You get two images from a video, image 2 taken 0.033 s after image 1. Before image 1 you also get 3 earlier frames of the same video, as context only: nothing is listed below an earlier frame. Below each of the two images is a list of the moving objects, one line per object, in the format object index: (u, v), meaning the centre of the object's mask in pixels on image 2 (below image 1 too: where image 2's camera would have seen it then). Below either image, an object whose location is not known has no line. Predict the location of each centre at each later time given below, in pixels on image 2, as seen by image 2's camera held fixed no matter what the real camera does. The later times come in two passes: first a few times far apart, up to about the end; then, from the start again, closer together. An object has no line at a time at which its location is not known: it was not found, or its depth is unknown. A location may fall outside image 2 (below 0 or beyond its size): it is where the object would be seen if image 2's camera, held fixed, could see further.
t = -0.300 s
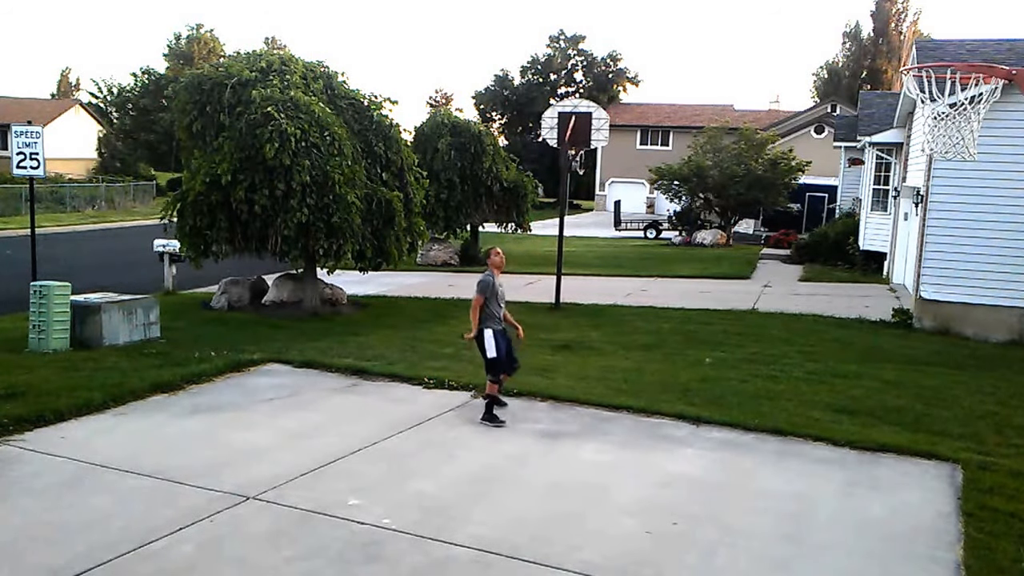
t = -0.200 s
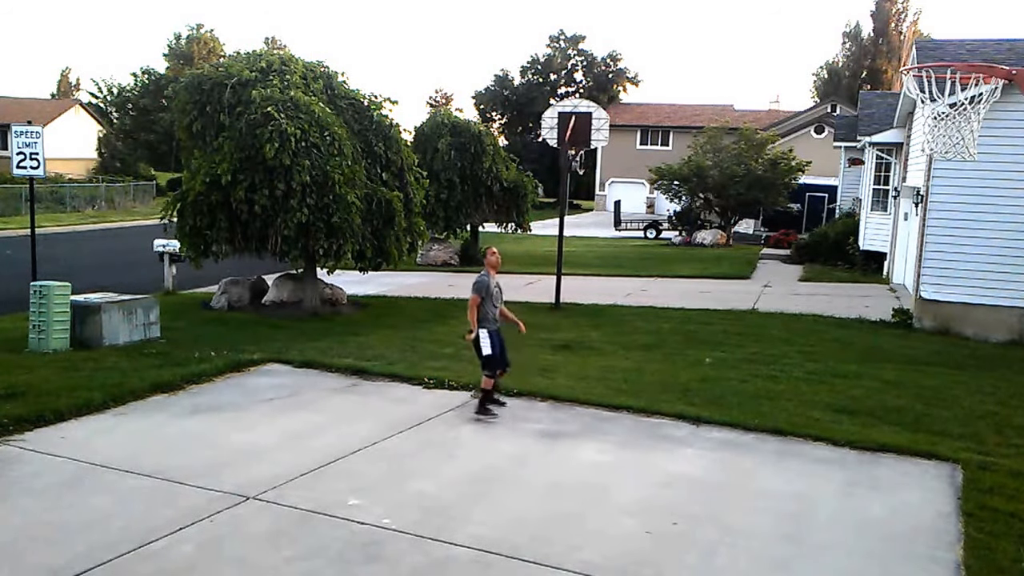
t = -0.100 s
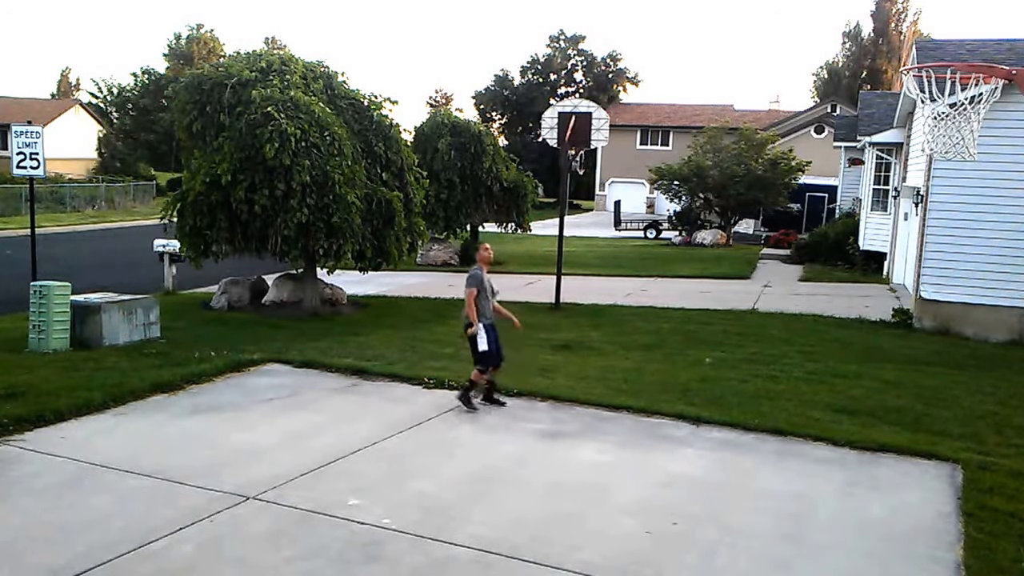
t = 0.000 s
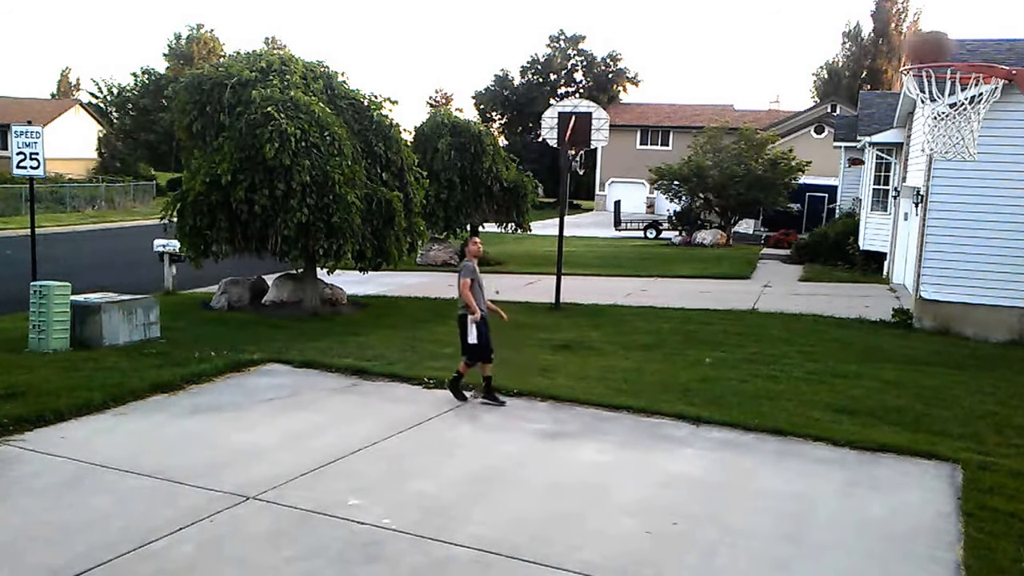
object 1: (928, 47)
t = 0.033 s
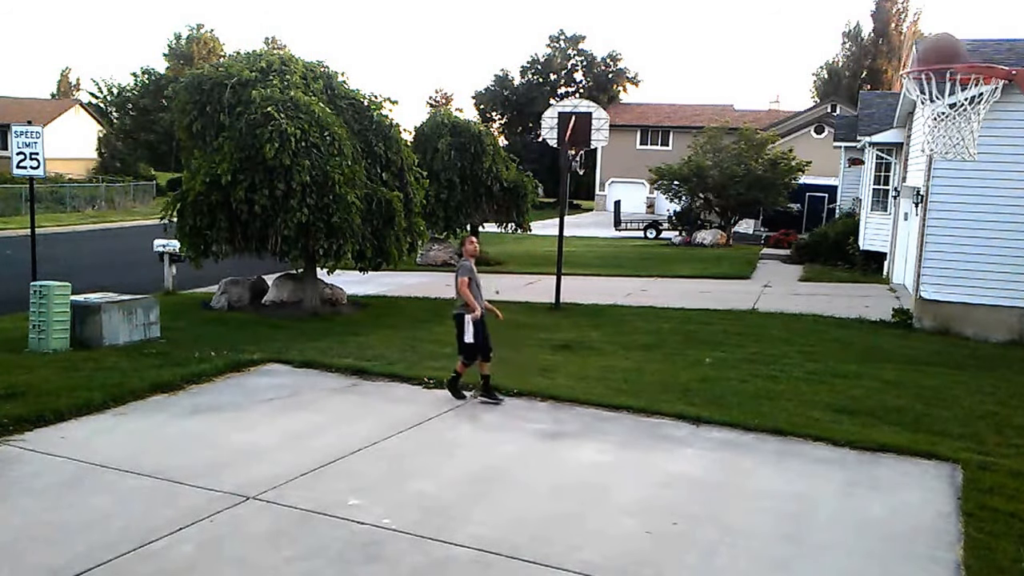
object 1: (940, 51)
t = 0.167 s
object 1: (954, 67)
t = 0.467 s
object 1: (989, 108)
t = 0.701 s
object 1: (957, 167)
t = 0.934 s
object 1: (903, 312)
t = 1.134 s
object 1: (855, 503)
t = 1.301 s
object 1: (826, 551)
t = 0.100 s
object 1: (958, 62)
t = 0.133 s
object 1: (970, 62)
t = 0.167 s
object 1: (954, 67)
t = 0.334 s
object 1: (957, 78)
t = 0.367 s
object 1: (967, 90)
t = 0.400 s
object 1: (986, 100)
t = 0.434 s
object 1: (988, 101)
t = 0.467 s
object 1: (989, 108)
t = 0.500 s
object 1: (990, 113)
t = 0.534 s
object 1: (986, 118)
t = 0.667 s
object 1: (965, 159)
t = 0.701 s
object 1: (957, 167)
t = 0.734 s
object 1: (951, 178)
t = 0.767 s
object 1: (943, 196)
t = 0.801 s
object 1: (936, 215)
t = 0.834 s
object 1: (929, 236)
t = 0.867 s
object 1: (921, 259)
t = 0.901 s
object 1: (911, 286)
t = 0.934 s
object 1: (903, 312)
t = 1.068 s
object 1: (872, 431)
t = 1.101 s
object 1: (864, 466)
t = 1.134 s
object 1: (855, 503)
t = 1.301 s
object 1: (826, 551)
